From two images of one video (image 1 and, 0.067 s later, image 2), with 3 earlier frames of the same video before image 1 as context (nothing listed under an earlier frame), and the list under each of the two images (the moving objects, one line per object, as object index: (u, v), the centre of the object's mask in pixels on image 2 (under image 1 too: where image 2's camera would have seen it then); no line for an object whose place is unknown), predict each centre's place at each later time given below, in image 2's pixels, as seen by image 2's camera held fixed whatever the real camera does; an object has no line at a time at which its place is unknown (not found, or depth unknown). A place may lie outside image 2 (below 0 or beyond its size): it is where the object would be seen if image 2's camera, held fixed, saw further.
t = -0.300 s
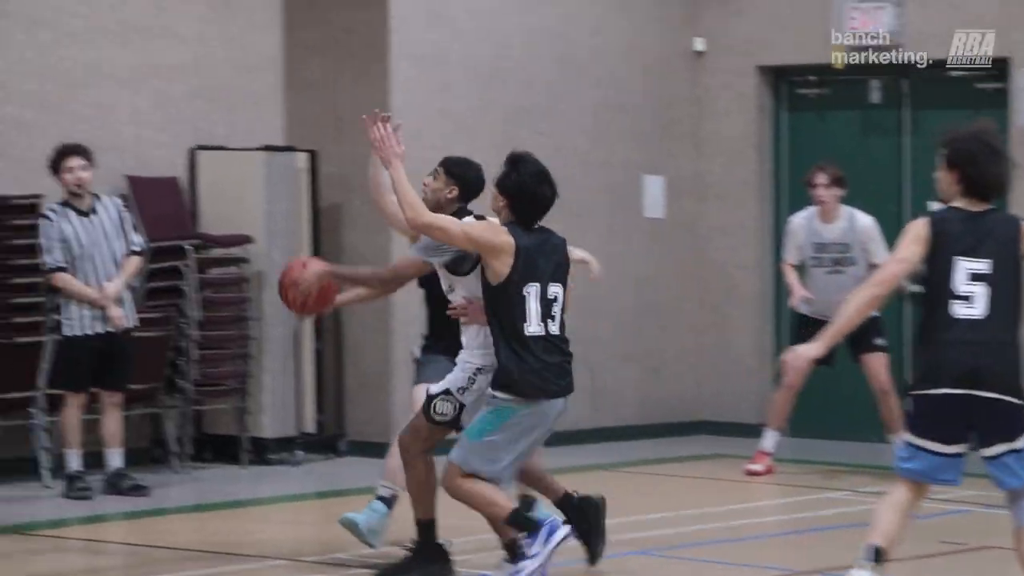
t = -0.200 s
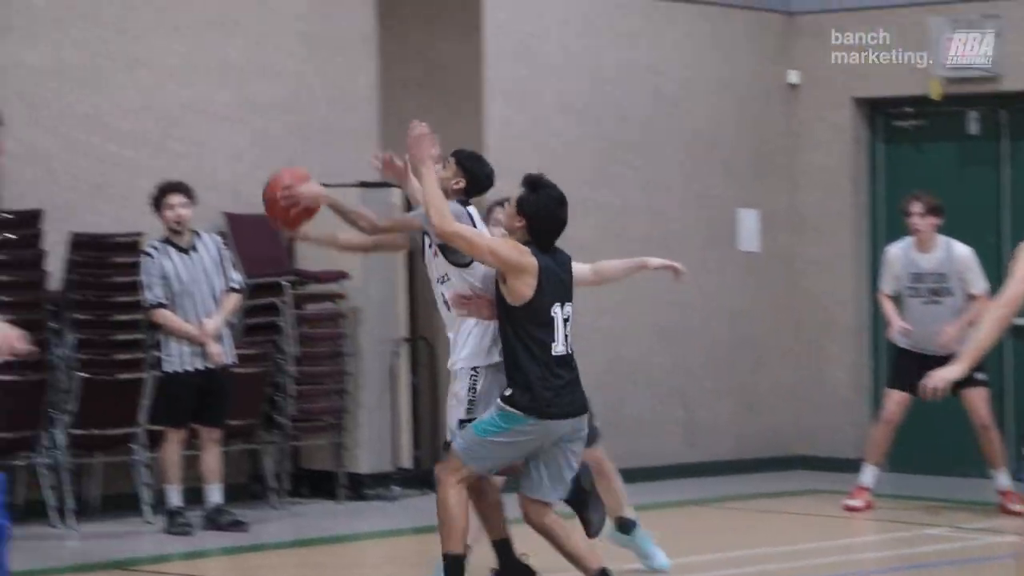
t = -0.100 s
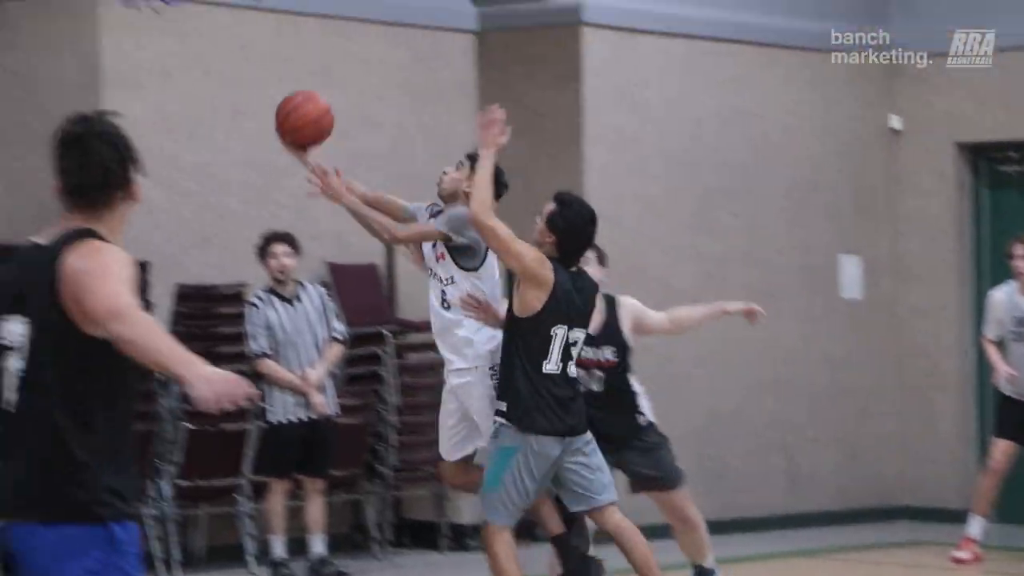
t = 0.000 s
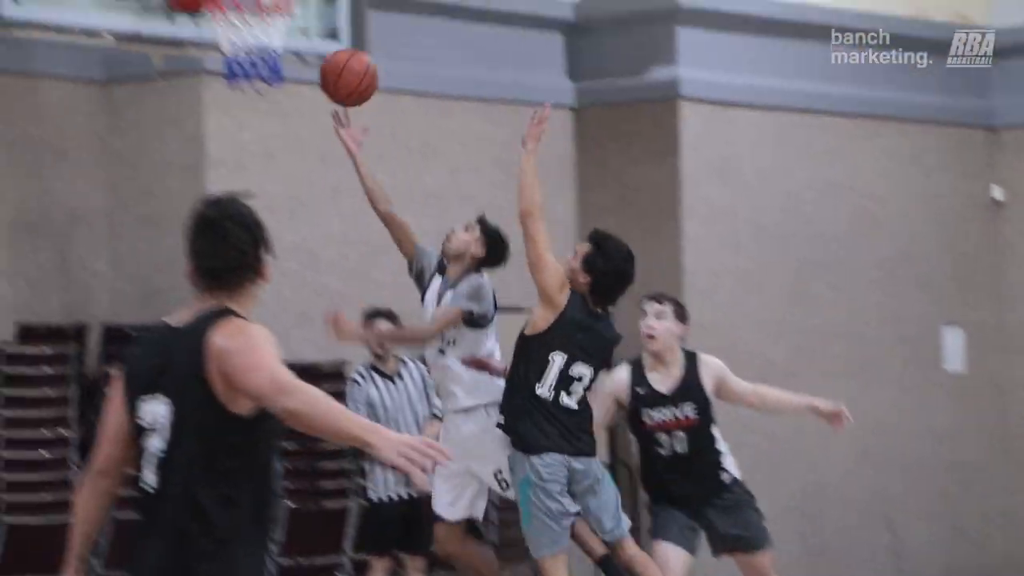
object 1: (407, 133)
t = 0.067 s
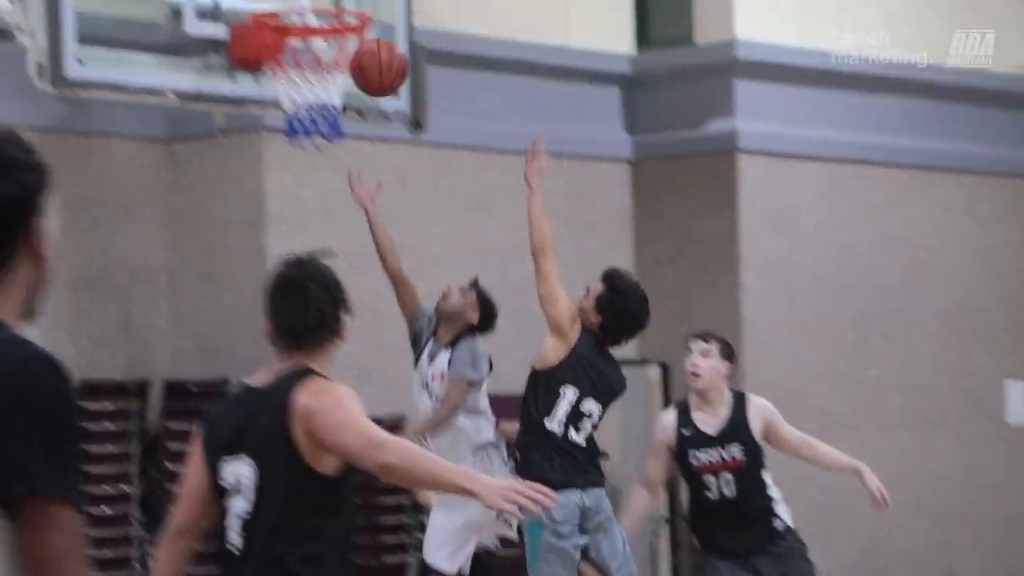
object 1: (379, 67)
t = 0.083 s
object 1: (371, 53)
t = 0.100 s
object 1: (363, 38)
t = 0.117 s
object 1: (359, 26)
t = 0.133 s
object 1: (359, 16)
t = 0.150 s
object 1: (359, -3)
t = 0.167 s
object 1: (356, -9)
